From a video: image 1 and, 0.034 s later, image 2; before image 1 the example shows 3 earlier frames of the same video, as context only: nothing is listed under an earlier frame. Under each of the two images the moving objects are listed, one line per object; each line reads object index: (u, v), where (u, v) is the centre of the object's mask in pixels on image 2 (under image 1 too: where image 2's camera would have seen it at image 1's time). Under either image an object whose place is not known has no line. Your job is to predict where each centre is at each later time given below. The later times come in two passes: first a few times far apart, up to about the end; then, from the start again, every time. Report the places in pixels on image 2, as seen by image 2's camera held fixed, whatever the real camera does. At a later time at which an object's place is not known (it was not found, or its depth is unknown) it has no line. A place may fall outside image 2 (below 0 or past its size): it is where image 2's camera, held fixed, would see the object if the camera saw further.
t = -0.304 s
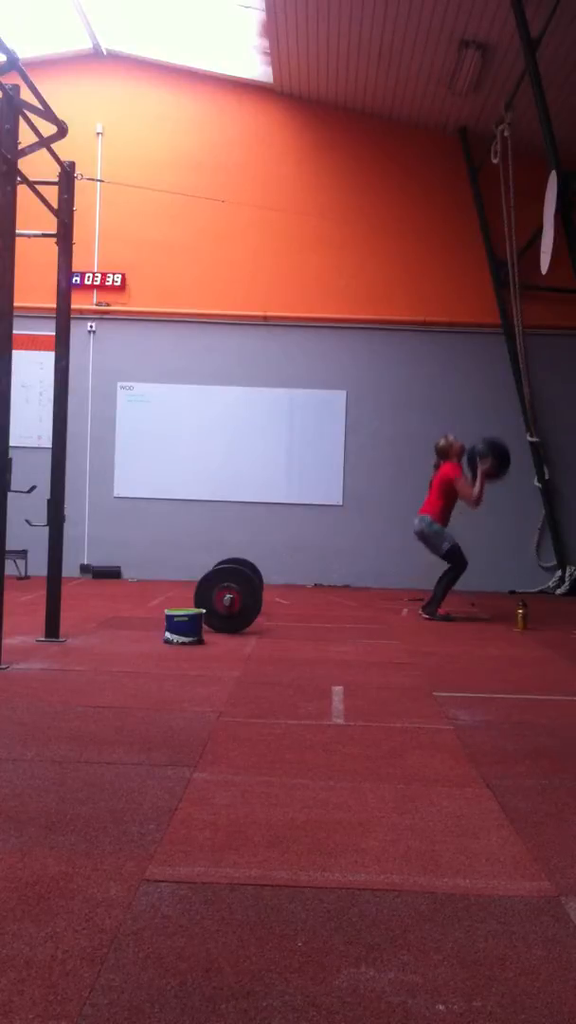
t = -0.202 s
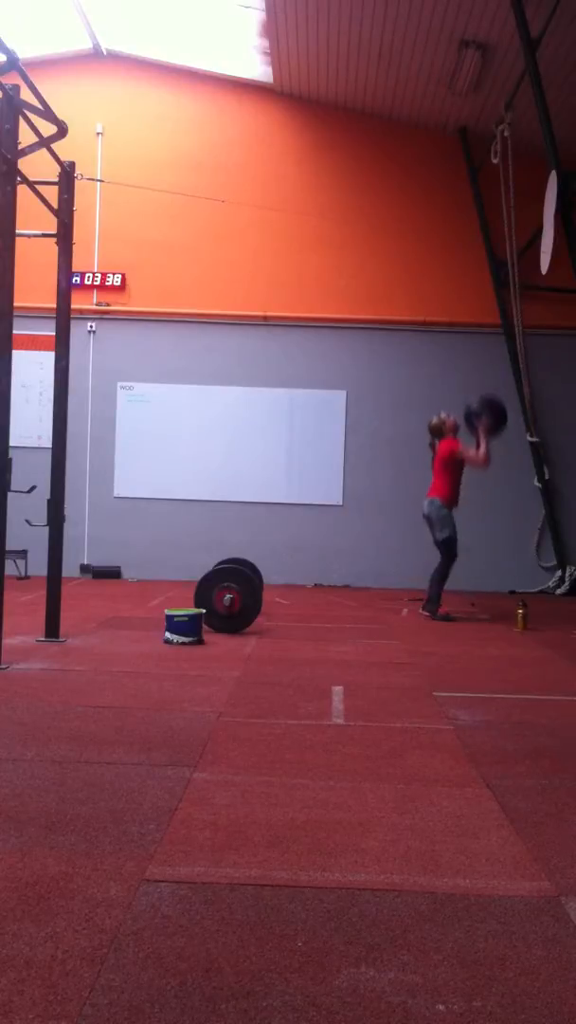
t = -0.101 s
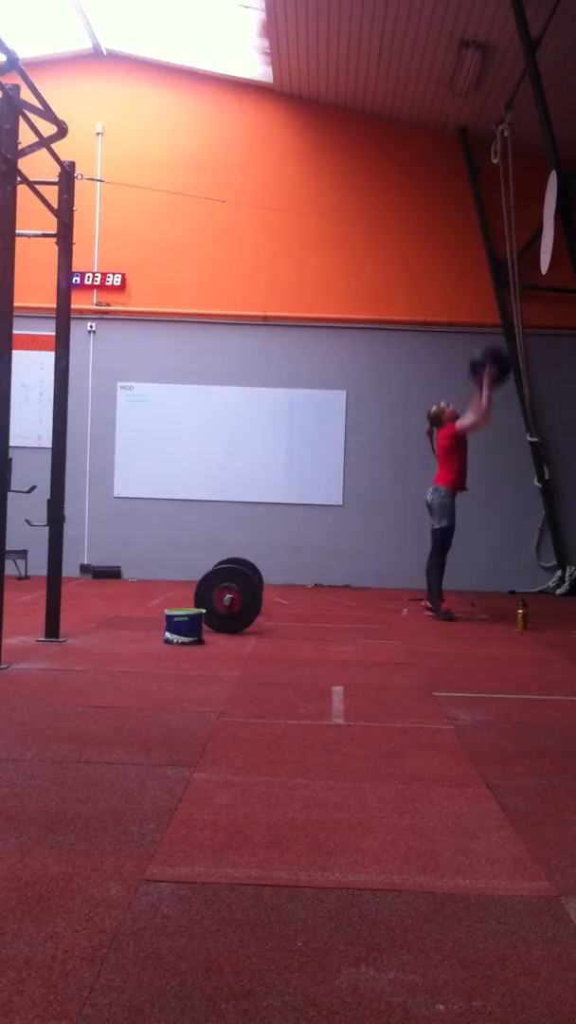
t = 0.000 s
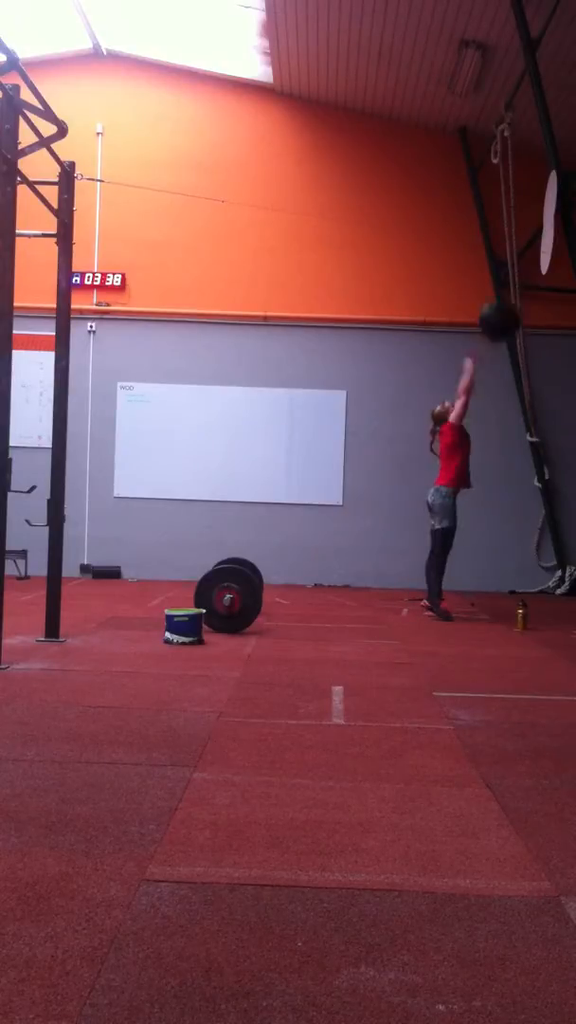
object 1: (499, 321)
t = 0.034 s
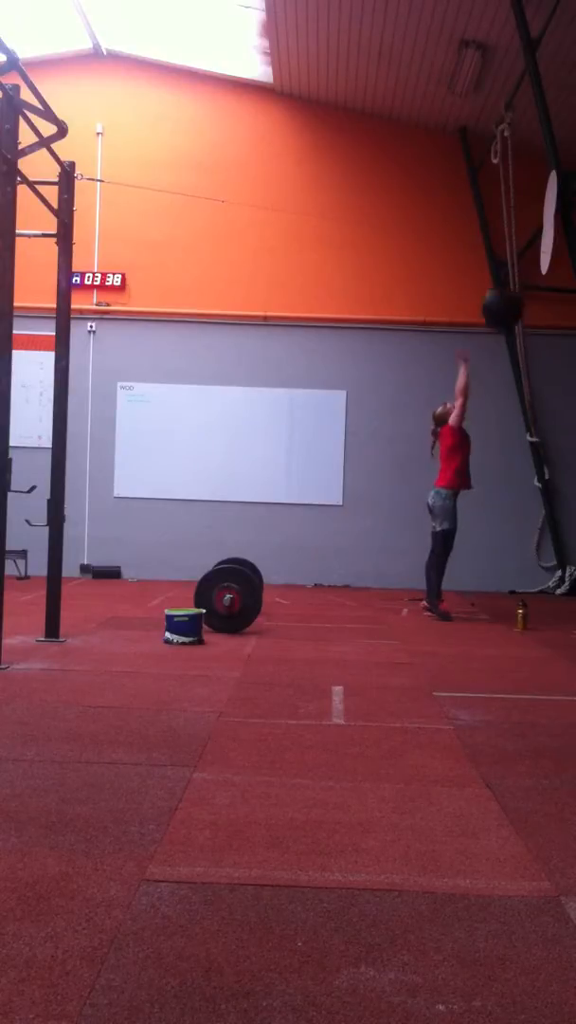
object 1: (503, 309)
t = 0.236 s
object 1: (517, 263)
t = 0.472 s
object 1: (517, 271)
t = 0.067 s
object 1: (505, 297)
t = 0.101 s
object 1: (507, 287)
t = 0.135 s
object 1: (509, 280)
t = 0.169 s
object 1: (510, 275)
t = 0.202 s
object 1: (514, 268)
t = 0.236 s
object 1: (517, 263)
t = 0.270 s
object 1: (521, 260)
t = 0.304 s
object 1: (525, 259)
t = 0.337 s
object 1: (525, 259)
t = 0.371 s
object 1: (524, 259)
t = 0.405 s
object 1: (523, 260)
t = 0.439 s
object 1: (520, 264)
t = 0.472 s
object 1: (517, 271)
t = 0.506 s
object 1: (516, 277)
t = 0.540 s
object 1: (515, 285)
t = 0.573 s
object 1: (514, 293)
